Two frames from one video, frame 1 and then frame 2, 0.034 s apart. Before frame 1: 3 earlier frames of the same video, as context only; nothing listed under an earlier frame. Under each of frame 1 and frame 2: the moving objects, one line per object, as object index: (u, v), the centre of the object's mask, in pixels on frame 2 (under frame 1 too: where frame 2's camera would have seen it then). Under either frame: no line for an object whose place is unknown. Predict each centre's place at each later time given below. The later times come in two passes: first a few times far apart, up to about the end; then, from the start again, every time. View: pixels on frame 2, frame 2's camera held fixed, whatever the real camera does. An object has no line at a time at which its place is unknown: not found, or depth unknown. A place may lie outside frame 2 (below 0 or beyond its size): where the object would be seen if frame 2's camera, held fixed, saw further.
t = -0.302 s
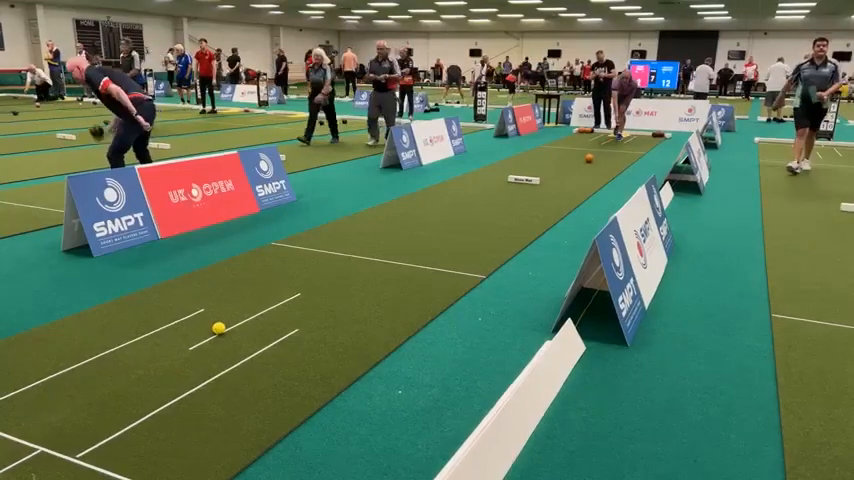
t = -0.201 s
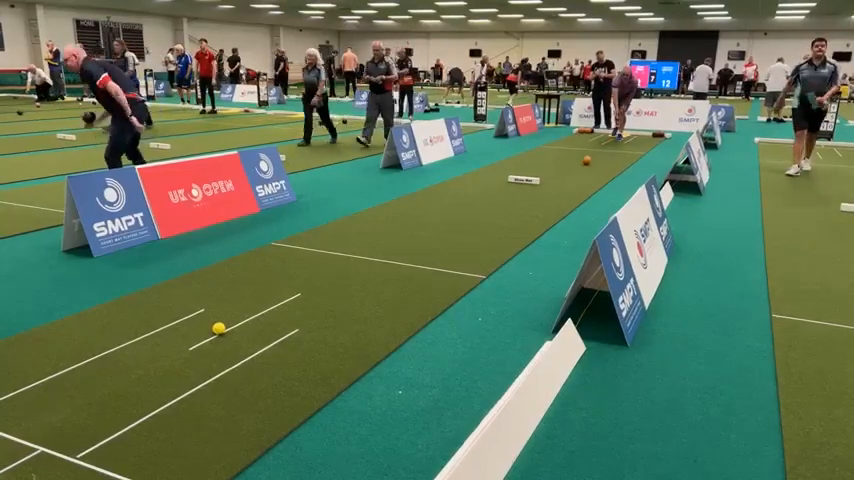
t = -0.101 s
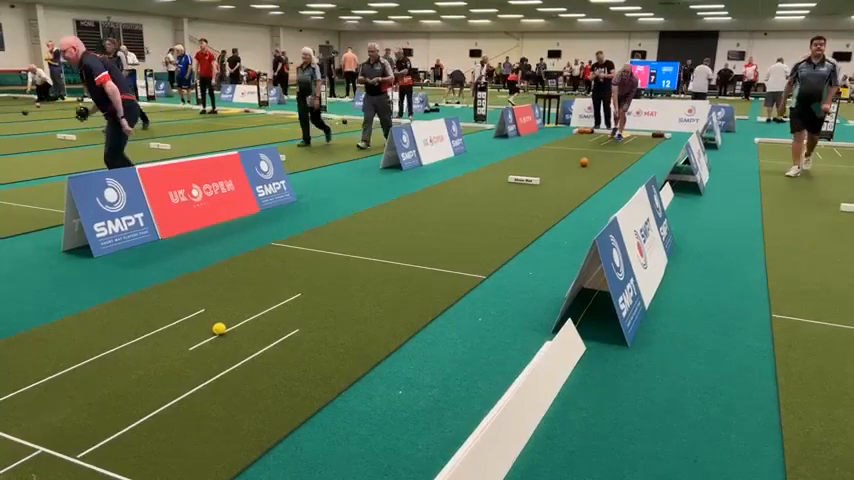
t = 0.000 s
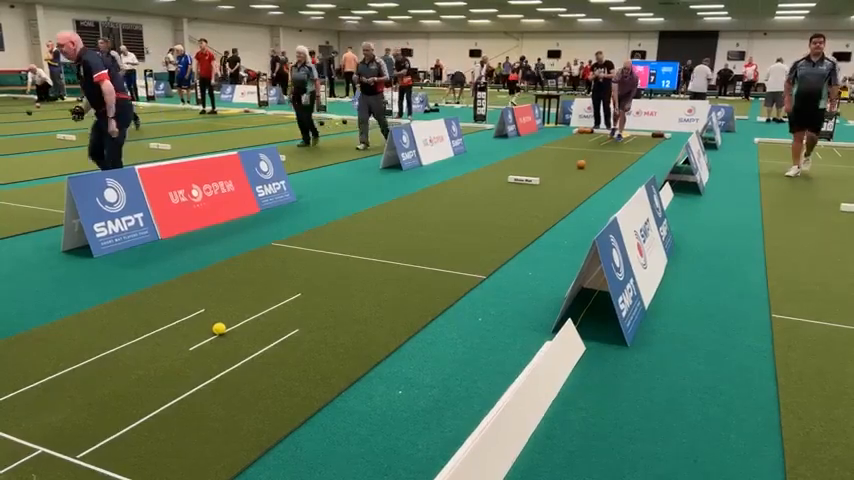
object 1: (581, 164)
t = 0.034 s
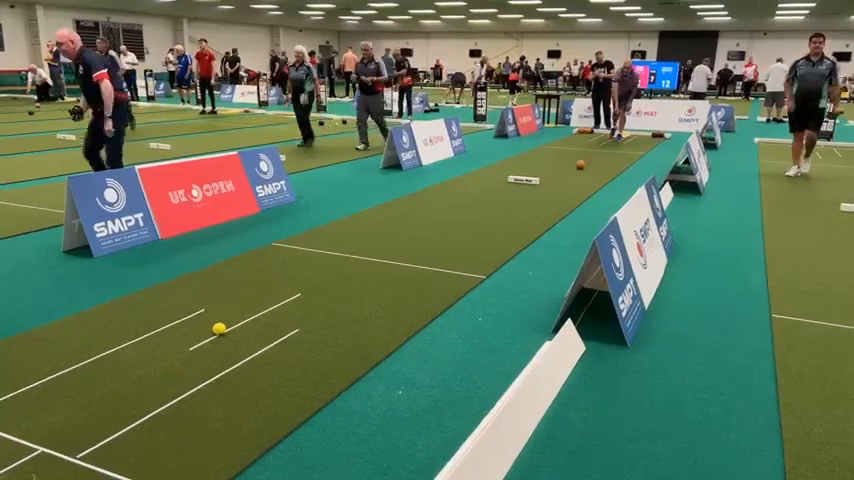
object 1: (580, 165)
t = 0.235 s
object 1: (574, 168)
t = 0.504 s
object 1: (565, 174)
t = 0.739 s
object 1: (556, 180)
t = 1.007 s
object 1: (546, 185)
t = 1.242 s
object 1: (536, 191)
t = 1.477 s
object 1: (525, 197)
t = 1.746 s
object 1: (512, 203)
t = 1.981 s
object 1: (499, 210)
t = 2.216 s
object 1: (486, 216)
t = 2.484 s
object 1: (470, 223)
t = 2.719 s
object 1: (455, 230)
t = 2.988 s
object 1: (436, 238)
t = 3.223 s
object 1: (420, 245)
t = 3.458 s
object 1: (403, 252)
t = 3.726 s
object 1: (383, 260)
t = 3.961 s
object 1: (364, 267)
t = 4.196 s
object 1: (346, 274)
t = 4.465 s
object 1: (324, 282)
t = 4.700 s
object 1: (307, 289)
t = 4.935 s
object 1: (286, 296)
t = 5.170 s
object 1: (267, 302)
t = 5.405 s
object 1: (250, 307)
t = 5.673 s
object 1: (234, 312)
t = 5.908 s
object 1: (222, 315)
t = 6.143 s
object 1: (211, 316)
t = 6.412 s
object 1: (202, 320)
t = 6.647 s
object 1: (196, 321)
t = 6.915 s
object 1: (194, 321)
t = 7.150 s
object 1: (193, 321)
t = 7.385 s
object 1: (193, 321)
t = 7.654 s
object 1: (192, 321)
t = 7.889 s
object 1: (192, 321)
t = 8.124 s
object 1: (193, 321)
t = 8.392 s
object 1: (193, 321)
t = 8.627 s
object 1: (193, 321)
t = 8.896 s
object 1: (194, 321)
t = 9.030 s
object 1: (193, 321)
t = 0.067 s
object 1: (579, 165)
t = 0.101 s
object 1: (578, 166)
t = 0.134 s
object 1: (577, 166)
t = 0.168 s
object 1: (576, 167)
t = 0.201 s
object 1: (575, 168)
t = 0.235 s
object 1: (574, 168)
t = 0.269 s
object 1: (573, 169)
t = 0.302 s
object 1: (572, 170)
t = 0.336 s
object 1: (571, 170)
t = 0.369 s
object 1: (569, 172)
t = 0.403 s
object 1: (568, 173)
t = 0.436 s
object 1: (566, 173)
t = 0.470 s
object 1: (565, 174)
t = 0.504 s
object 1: (565, 174)
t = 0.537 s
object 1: (563, 175)
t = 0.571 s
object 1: (562, 176)
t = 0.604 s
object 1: (561, 176)
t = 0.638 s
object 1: (560, 177)
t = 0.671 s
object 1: (559, 178)
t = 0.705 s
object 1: (557, 179)
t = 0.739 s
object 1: (556, 180)
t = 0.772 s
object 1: (555, 180)
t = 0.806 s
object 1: (554, 181)
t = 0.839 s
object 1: (552, 182)
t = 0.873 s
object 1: (551, 182)
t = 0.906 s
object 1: (550, 183)
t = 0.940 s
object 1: (549, 184)
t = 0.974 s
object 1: (547, 184)
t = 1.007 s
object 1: (546, 185)
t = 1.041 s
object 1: (545, 186)
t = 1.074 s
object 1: (543, 187)
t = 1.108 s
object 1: (542, 188)
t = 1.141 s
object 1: (541, 188)
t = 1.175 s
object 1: (539, 189)
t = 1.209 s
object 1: (538, 190)
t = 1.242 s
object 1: (536, 191)
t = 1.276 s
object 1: (535, 192)
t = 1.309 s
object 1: (533, 193)
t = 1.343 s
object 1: (532, 193)
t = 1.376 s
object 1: (531, 194)
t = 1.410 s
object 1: (529, 195)
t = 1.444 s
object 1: (527, 196)
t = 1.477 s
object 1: (525, 197)
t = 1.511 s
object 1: (524, 198)
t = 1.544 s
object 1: (522, 198)
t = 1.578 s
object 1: (520, 199)
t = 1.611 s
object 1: (518, 200)
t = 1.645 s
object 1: (517, 201)
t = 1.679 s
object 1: (515, 202)
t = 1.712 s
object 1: (514, 203)
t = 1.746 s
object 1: (512, 203)
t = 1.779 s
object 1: (510, 204)
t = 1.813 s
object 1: (508, 205)
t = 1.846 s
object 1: (506, 206)
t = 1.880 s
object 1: (505, 207)
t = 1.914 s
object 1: (503, 208)
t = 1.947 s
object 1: (501, 209)
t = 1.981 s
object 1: (499, 210)
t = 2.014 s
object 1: (497, 210)
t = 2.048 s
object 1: (495, 211)
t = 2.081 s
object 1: (493, 212)
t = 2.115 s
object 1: (491, 213)
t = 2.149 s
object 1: (489, 214)
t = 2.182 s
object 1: (488, 215)
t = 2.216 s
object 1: (486, 216)
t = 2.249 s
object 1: (484, 217)
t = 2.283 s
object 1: (481, 218)
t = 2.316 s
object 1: (480, 219)
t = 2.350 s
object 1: (477, 220)
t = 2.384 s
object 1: (476, 221)
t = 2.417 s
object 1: (474, 222)
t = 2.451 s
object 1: (472, 222)
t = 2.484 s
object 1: (470, 223)
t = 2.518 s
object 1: (468, 224)
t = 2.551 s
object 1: (465, 225)
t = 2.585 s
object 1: (463, 226)
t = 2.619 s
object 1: (461, 227)
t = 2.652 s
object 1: (459, 228)
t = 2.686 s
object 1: (457, 229)
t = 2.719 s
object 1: (455, 230)
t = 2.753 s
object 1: (452, 231)
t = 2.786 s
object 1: (450, 232)
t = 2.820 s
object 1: (448, 233)
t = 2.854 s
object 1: (446, 234)
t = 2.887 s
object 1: (443, 235)
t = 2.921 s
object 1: (441, 236)
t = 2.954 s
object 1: (439, 237)
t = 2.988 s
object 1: (436, 238)
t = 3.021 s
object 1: (434, 239)
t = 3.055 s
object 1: (432, 240)
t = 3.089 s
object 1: (430, 241)
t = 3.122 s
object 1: (427, 242)
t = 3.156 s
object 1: (425, 243)
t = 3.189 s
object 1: (422, 244)
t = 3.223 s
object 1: (420, 245)
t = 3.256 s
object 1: (418, 246)
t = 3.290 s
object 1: (415, 247)
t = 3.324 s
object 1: (413, 248)
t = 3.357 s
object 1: (411, 249)
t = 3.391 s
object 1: (408, 250)
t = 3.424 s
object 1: (406, 251)
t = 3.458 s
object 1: (403, 252)
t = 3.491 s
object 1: (401, 253)
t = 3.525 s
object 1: (398, 254)
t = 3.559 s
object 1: (396, 255)
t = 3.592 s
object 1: (393, 255)
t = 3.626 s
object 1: (391, 257)
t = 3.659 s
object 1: (388, 258)
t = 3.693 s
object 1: (386, 259)
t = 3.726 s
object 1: (383, 260)
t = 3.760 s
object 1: (380, 261)
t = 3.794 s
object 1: (377, 262)
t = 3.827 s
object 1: (376, 263)
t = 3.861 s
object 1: (372, 264)
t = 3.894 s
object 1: (370, 265)
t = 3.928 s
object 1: (367, 266)
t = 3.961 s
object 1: (364, 267)
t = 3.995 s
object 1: (362, 268)
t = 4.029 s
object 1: (360, 269)
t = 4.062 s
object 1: (357, 270)
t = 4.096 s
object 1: (354, 271)
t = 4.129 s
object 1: (351, 272)
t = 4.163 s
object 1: (349, 273)
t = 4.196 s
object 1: (346, 274)
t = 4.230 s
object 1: (343, 275)
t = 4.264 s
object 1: (341, 276)
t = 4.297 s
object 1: (338, 277)
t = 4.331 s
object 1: (335, 278)
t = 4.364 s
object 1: (333, 279)
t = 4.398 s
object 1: (330, 280)
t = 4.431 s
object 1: (327, 281)
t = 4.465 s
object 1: (324, 282)
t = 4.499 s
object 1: (322, 283)
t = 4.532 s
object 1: (319, 284)
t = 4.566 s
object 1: (317, 285)
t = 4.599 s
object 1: (314, 286)
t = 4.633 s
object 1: (312, 287)
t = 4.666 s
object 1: (309, 288)
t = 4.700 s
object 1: (307, 289)
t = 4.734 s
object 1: (304, 289)
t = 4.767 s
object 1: (302, 290)
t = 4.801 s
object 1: (299, 291)
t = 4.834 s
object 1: (297, 292)
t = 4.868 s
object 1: (293, 293)
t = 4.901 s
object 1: (291, 294)
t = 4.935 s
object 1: (286, 296)
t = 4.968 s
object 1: (281, 297)
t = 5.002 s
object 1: (279, 298)
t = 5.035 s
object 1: (276, 299)
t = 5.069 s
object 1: (274, 299)
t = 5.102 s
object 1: (271, 300)
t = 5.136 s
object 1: (269, 301)
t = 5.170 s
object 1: (267, 302)
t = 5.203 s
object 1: (264, 303)
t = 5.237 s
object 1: (261, 303)
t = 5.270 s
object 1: (260, 304)
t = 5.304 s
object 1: (257, 305)
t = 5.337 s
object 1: (254, 306)
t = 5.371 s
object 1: (252, 306)
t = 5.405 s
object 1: (250, 307)
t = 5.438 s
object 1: (248, 308)
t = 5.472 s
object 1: (246, 308)
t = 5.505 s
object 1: (243, 309)
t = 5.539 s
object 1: (241, 309)
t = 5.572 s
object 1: (239, 310)
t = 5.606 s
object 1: (237, 311)
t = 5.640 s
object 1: (235, 311)
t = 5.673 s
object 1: (234, 312)
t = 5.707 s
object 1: (231, 312)
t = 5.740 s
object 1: (230, 313)
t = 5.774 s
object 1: (228, 313)
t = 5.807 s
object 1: (227, 314)
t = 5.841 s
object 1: (226, 314)
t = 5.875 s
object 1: (224, 314)
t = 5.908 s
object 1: (222, 315)
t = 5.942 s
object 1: (220, 314)
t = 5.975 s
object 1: (218, 315)
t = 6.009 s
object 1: (217, 315)
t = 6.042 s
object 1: (215, 315)
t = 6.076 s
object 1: (213, 316)
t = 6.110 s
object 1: (211, 316)
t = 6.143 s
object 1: (211, 316)
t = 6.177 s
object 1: (209, 317)
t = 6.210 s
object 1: (208, 317)
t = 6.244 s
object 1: (207, 317)
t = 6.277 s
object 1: (206, 318)
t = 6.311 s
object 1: (205, 319)
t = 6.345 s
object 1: (204, 319)
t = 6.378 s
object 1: (203, 320)
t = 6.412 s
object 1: (202, 320)
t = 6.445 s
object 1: (200, 320)
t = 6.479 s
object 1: (200, 320)
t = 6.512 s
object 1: (199, 320)
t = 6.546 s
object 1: (198, 321)
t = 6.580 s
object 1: (197, 321)
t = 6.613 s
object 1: (197, 321)
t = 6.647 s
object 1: (196, 321)
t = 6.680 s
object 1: (196, 321)
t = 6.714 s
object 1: (196, 321)
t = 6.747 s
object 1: (196, 321)
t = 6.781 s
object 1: (196, 321)
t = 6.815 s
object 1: (195, 321)
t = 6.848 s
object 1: (195, 321)
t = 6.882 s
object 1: (195, 321)
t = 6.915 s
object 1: (194, 321)
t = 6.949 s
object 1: (194, 321)
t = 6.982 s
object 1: (194, 321)
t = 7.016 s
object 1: (194, 321)
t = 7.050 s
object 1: (194, 321)
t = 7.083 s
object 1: (193, 321)
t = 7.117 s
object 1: (193, 321)
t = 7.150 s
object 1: (193, 321)
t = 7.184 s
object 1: (193, 321)
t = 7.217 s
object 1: (193, 321)
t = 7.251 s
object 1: (193, 321)
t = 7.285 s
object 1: (193, 321)
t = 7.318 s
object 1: (193, 321)
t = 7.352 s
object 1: (193, 321)
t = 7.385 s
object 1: (193, 321)
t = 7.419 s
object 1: (193, 321)
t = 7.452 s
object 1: (193, 321)
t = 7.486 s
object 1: (193, 321)
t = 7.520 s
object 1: (193, 321)
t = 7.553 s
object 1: (192, 321)
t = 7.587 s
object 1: (192, 321)
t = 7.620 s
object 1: (192, 321)
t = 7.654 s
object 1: (192, 321)
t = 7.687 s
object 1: (192, 321)
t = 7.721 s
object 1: (192, 321)
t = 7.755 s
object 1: (192, 320)
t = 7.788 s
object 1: (193, 320)
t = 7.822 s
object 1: (193, 320)
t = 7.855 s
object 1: (192, 321)
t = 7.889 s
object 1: (192, 321)
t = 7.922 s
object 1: (192, 321)
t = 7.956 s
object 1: (192, 321)
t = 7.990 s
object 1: (193, 321)
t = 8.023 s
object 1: (193, 321)
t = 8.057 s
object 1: (193, 321)
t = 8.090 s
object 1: (192, 321)
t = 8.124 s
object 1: (193, 321)
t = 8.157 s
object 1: (193, 321)
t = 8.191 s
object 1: (193, 321)
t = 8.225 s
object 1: (193, 321)
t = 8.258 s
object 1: (193, 321)
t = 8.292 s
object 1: (193, 321)
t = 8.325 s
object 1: (193, 320)
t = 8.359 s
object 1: (193, 321)
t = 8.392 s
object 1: (193, 321)
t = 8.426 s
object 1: (193, 321)
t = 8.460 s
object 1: (193, 321)
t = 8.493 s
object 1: (193, 321)
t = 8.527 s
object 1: (193, 321)
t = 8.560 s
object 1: (193, 321)
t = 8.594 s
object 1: (193, 321)
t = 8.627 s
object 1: (193, 321)
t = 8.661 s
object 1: (194, 321)
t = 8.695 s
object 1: (194, 321)
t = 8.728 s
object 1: (193, 321)
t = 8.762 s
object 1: (193, 321)
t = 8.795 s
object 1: (193, 321)
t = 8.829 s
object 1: (194, 321)
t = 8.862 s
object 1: (193, 321)
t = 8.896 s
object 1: (194, 321)
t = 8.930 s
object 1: (193, 321)
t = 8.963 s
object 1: (193, 321)
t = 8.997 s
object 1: (193, 321)
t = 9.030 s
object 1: (193, 321)
